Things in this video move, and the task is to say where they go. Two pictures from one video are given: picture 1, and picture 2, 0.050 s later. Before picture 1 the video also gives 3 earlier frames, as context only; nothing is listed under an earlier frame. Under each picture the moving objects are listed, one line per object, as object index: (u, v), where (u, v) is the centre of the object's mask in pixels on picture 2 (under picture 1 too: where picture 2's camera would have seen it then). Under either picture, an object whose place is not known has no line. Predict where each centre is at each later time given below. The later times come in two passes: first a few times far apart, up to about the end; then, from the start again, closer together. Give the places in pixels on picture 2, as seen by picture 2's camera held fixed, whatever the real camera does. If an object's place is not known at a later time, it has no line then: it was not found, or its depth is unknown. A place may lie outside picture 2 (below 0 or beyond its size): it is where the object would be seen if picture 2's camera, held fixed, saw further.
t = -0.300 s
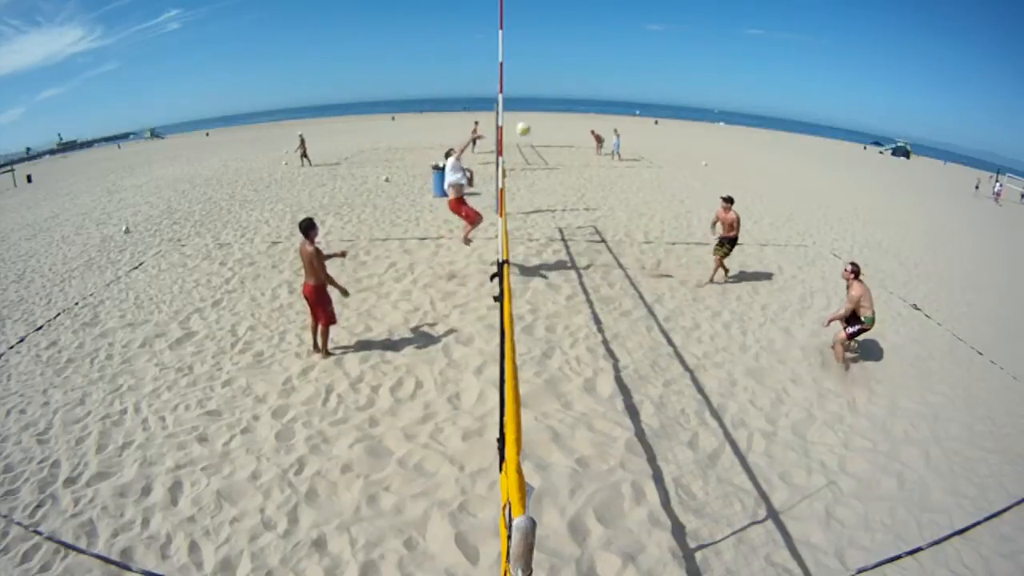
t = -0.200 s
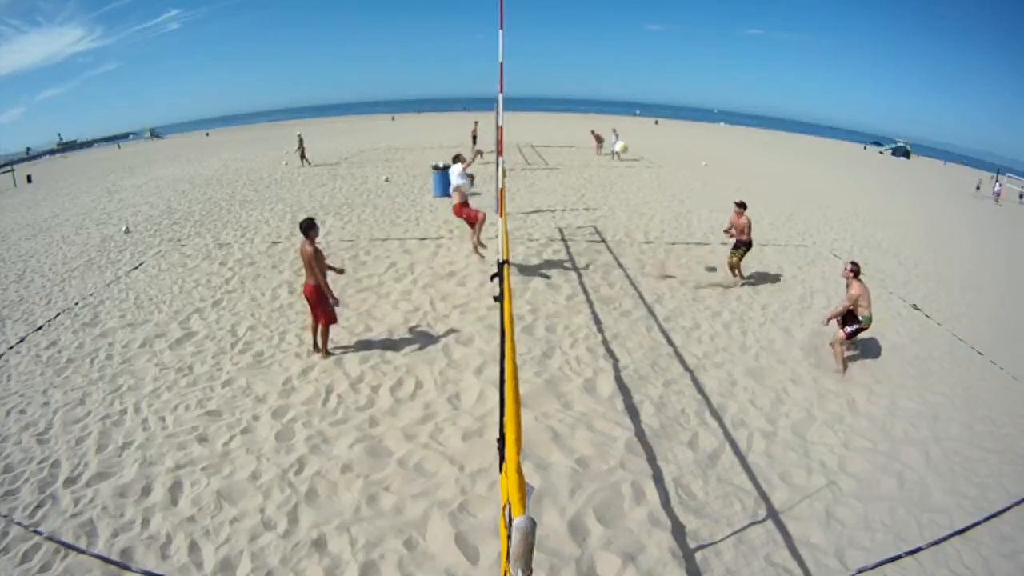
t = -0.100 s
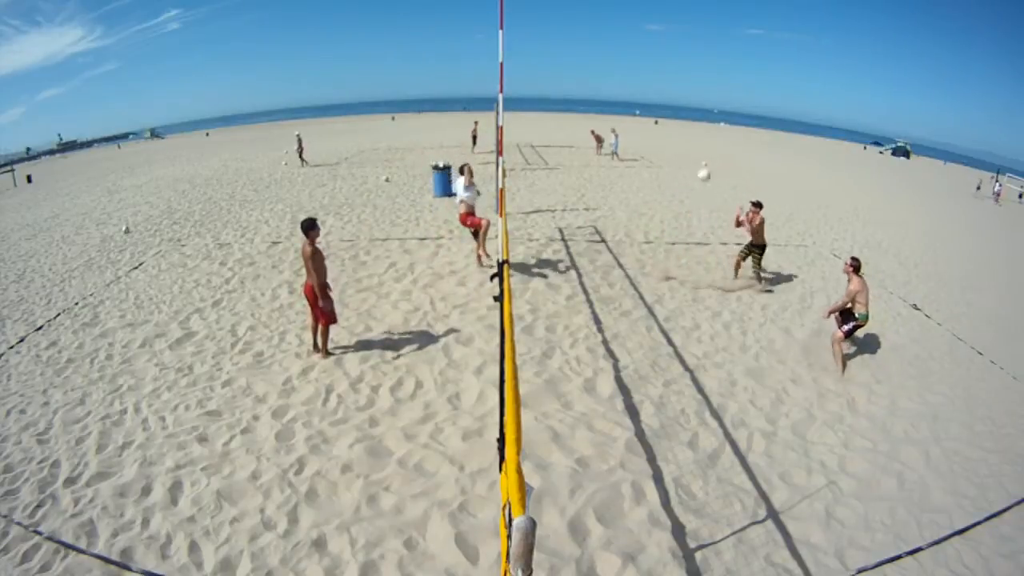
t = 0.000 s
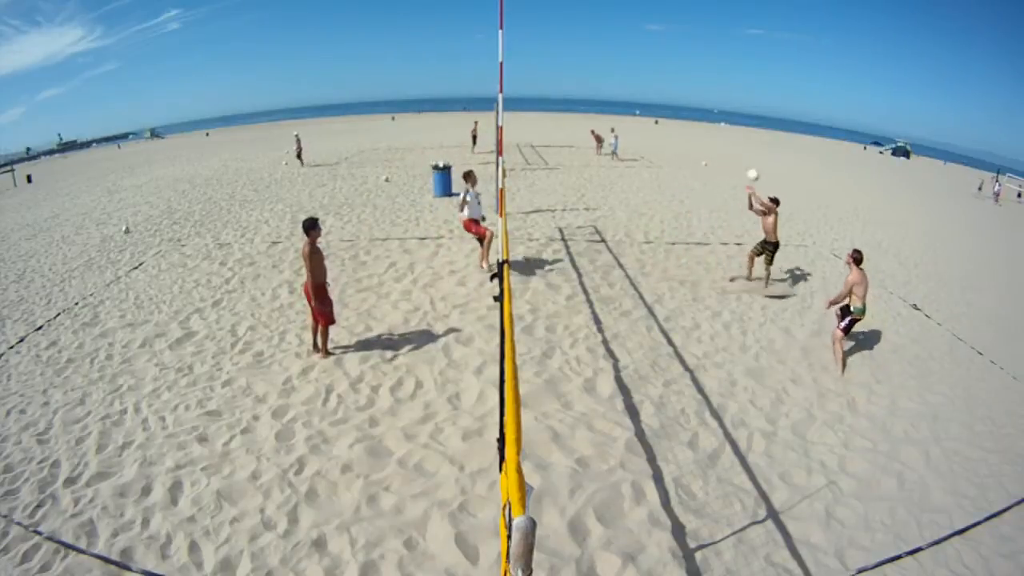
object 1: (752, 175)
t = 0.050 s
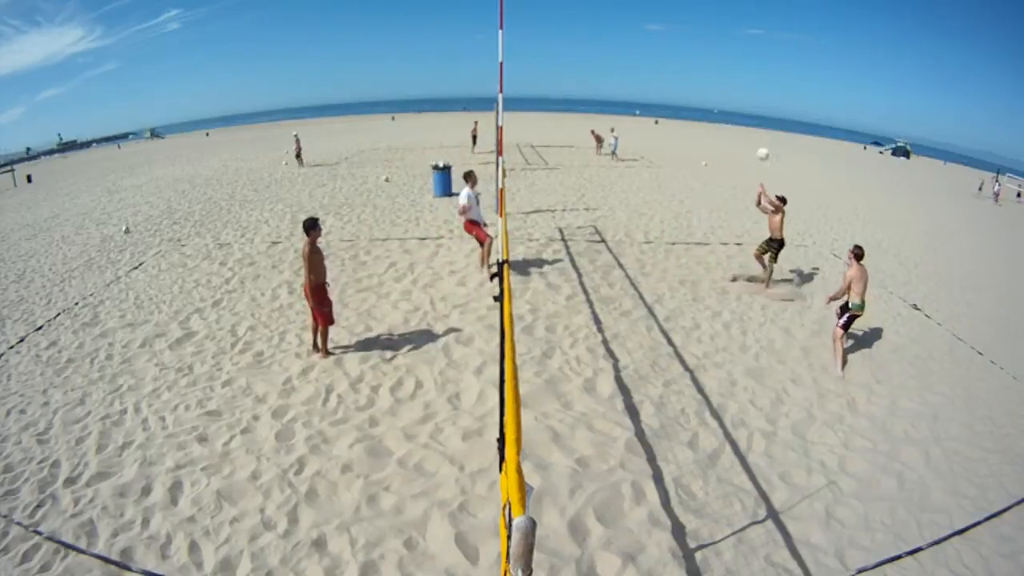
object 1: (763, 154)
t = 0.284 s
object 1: (805, 69)
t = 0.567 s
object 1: (853, 9)
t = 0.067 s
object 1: (765, 147)
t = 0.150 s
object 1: (781, 114)
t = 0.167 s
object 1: (784, 108)
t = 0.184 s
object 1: (787, 101)
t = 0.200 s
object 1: (790, 96)
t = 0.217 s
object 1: (793, 90)
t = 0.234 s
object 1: (796, 84)
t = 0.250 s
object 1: (800, 79)
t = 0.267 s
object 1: (802, 74)
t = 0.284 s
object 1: (805, 69)
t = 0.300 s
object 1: (808, 64)
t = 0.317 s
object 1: (811, 59)
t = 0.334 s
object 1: (814, 54)
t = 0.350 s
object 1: (816, 50)
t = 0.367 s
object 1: (820, 46)
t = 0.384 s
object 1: (822, 42)
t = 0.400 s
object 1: (825, 38)
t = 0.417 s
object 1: (827, 35)
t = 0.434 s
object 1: (831, 31)
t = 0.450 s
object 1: (834, 27)
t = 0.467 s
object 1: (836, 24)
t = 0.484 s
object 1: (839, 21)
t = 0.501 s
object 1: (842, 19)
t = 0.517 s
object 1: (845, 16)
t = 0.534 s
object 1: (847, 14)
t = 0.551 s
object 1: (850, 11)
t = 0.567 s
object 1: (853, 9)
